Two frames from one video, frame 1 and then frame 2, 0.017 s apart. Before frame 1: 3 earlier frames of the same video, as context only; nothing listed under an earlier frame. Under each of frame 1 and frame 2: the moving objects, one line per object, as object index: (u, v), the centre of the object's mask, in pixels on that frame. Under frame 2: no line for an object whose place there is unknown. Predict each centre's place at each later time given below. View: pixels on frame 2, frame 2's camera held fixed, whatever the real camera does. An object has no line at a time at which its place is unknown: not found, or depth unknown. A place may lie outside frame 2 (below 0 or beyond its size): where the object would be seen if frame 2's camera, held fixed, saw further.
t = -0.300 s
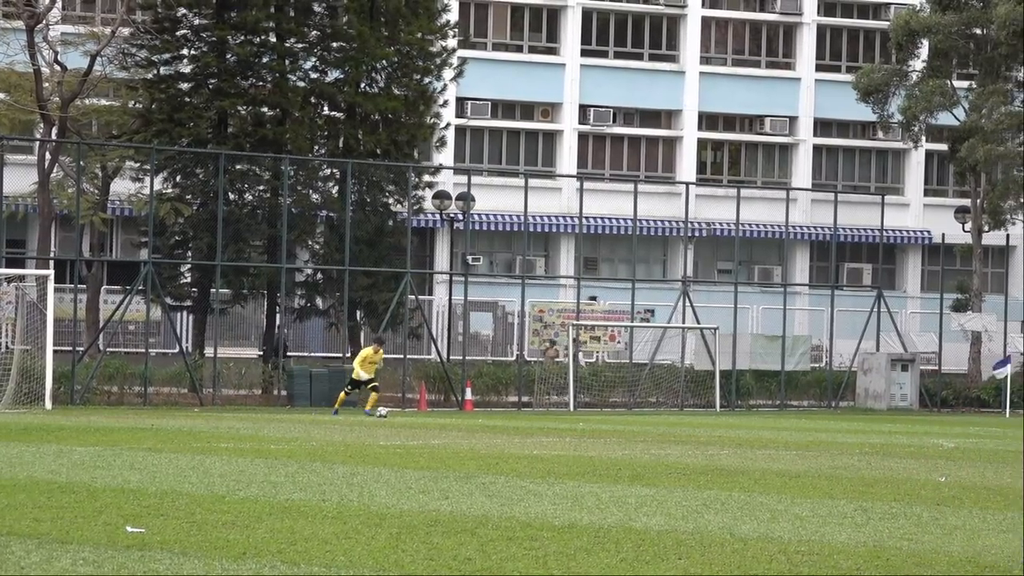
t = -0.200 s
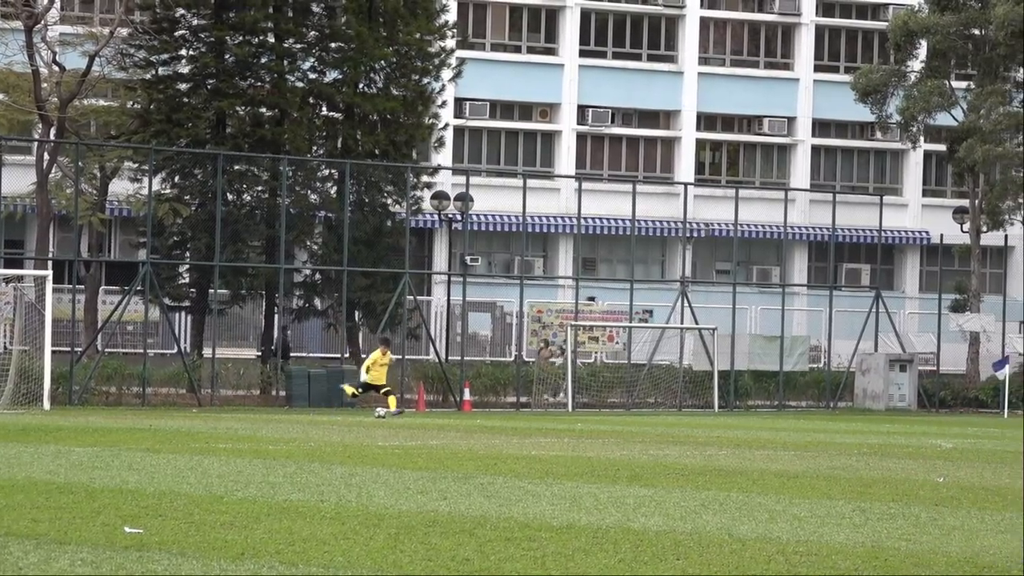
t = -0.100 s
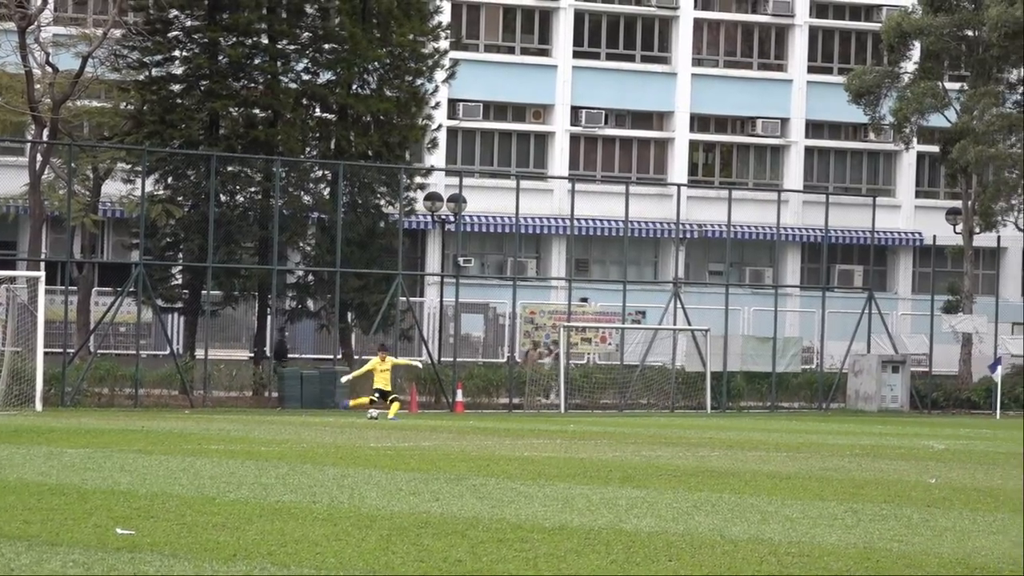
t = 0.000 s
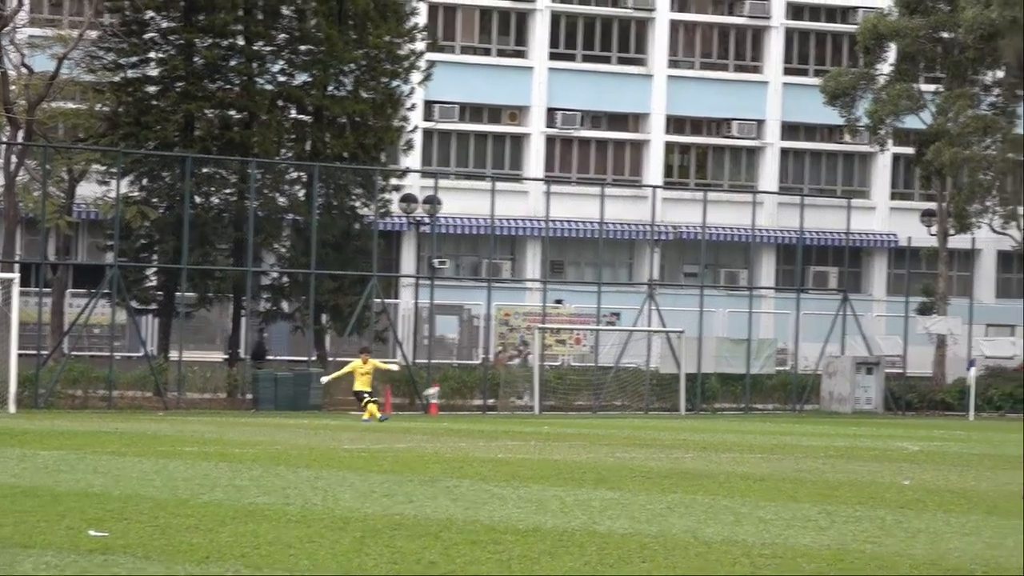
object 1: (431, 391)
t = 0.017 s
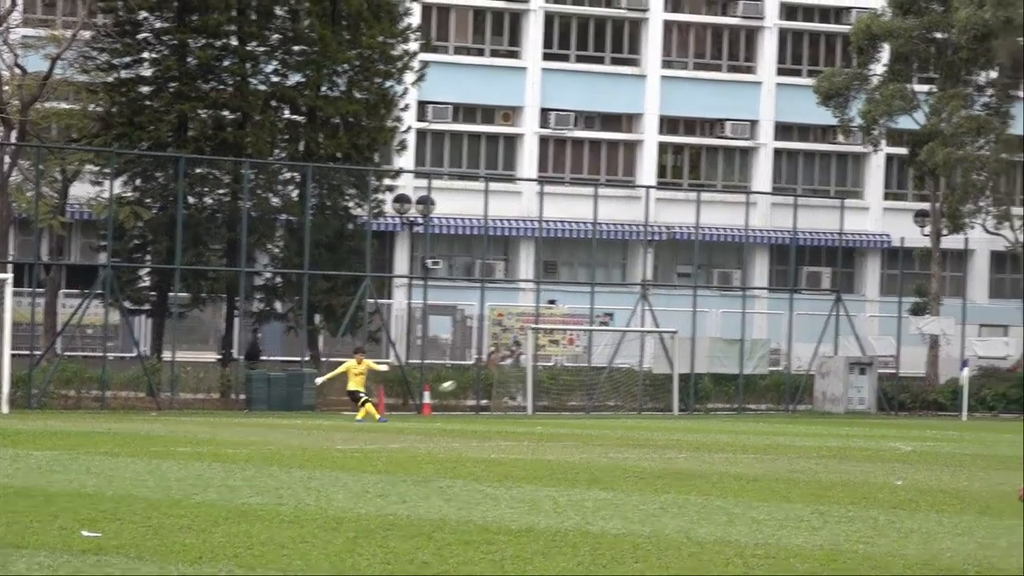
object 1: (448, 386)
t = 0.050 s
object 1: (491, 374)
